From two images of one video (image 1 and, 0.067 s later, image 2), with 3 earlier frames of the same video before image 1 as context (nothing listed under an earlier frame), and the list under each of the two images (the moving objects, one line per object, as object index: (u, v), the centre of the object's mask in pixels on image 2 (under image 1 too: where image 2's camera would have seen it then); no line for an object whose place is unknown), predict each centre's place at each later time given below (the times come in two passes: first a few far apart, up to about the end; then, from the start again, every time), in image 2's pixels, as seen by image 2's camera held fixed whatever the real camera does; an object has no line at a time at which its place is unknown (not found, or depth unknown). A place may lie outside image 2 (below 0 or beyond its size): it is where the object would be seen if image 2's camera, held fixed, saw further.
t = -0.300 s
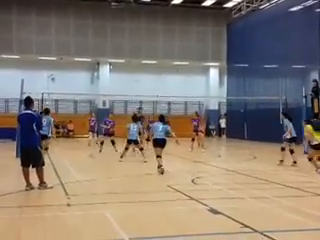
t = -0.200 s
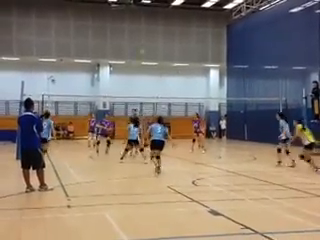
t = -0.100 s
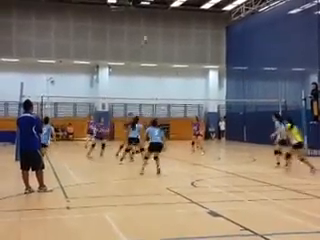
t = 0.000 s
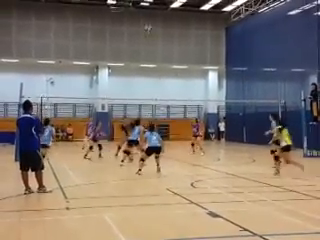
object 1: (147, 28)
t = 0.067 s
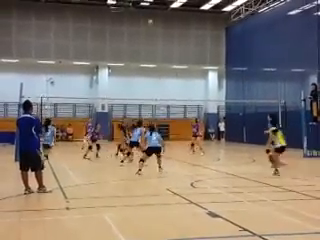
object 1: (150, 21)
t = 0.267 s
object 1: (157, 11)
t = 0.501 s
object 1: (164, 13)
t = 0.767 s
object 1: (173, 32)
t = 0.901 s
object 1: (176, 49)
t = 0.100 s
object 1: (151, 19)
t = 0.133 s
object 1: (153, 17)
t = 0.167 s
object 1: (153, 15)
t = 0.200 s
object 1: (154, 13)
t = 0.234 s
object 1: (155, 12)
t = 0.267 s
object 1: (157, 11)
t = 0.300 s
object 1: (158, 10)
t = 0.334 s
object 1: (159, 10)
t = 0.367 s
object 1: (159, 10)
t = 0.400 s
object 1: (160, 10)
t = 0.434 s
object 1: (162, 11)
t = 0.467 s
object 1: (164, 12)
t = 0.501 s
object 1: (164, 13)
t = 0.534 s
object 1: (165, 13)
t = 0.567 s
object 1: (167, 15)
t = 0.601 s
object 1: (168, 17)
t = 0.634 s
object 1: (169, 21)
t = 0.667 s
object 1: (169, 23)
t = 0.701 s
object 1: (171, 25)
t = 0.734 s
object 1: (172, 29)
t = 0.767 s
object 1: (173, 32)
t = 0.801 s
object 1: (174, 36)
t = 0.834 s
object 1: (175, 40)
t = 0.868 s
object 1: (176, 44)
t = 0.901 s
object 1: (176, 49)
